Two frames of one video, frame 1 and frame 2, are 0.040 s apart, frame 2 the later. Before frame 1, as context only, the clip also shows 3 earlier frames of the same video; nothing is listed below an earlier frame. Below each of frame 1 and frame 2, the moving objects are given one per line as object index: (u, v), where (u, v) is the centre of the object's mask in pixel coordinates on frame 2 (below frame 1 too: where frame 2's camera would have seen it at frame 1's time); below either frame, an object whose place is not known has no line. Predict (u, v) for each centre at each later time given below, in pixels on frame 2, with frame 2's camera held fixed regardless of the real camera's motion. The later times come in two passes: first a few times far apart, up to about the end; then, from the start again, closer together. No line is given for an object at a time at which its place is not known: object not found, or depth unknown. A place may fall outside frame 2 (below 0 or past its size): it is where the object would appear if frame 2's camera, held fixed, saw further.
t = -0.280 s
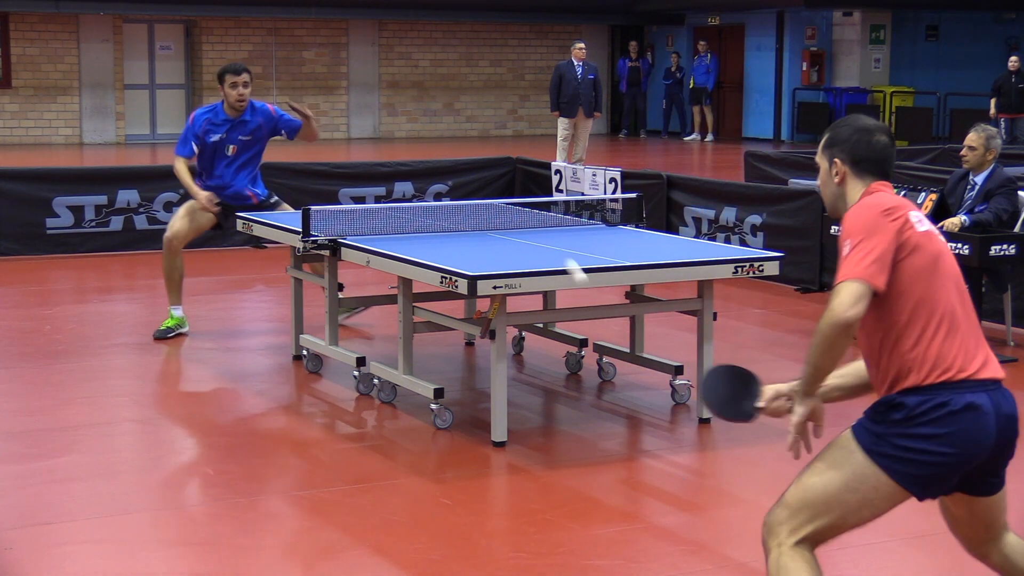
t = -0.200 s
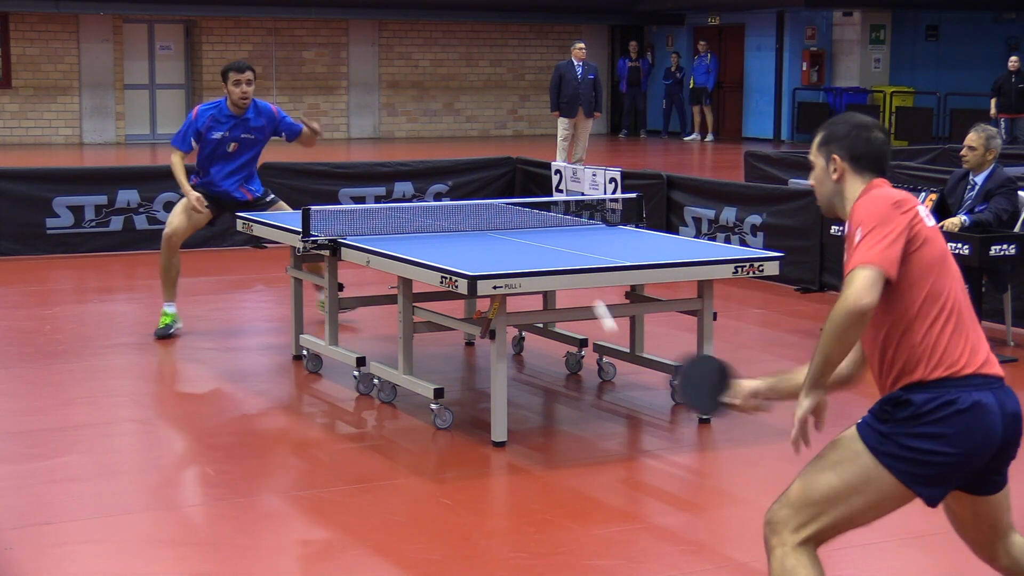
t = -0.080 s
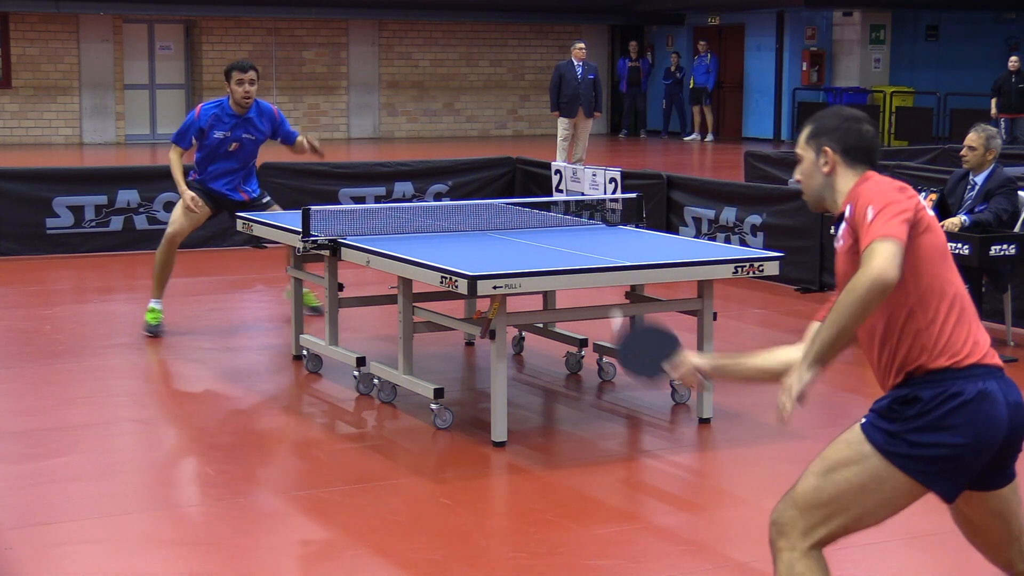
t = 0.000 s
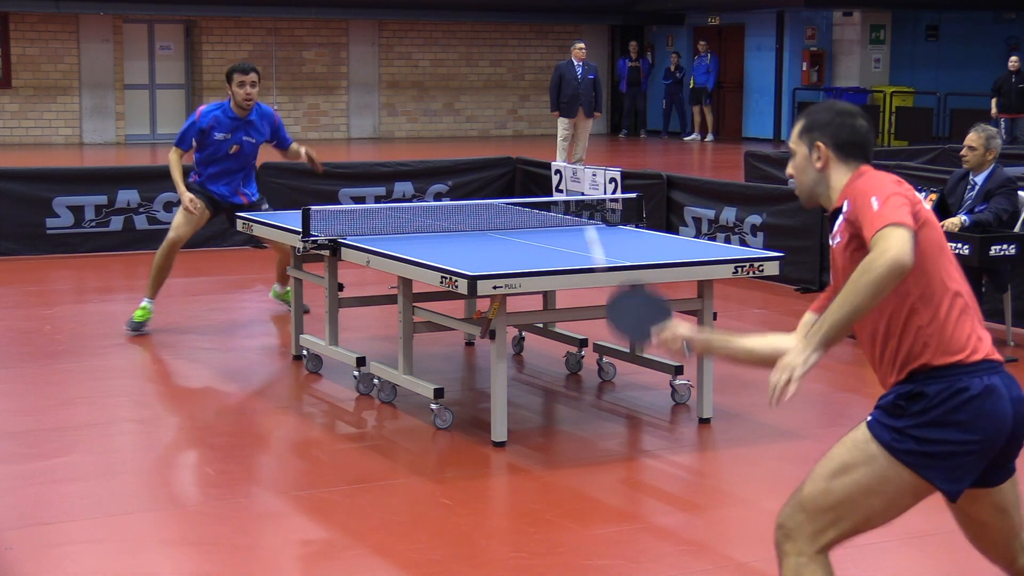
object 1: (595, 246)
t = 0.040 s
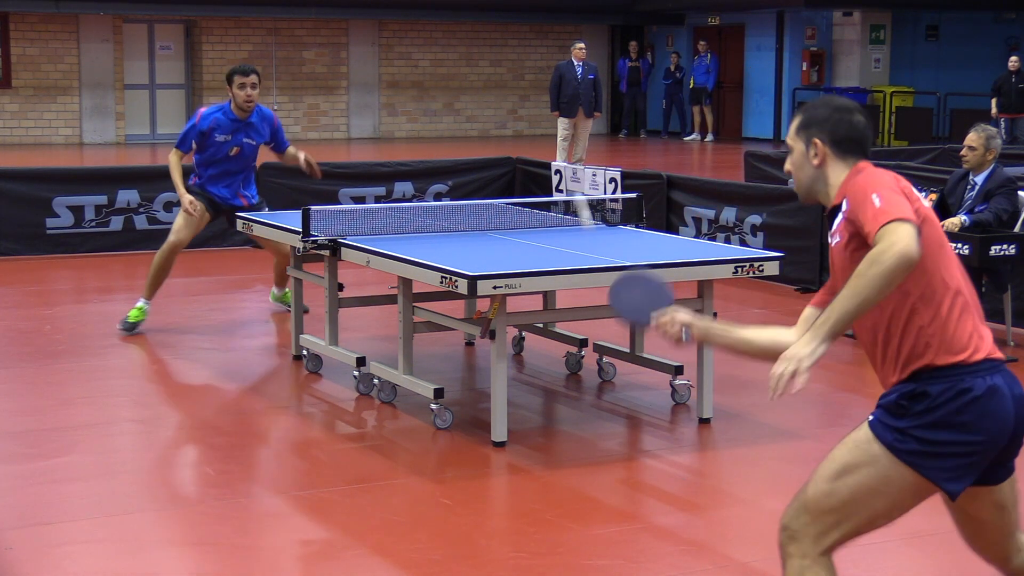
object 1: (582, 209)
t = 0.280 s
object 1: (531, 77)
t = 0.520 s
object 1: (499, 35)
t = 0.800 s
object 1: (474, 54)
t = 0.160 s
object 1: (553, 128)
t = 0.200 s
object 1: (546, 109)
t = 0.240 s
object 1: (539, 93)
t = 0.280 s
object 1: (531, 77)
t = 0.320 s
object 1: (525, 65)
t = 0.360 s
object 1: (519, 55)
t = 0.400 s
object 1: (513, 48)
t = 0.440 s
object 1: (508, 42)
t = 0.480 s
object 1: (503, 36)
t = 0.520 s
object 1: (499, 35)
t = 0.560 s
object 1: (495, 34)
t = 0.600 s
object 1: (491, 34)
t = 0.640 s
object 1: (487, 36)
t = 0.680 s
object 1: (484, 39)
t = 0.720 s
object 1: (480, 43)
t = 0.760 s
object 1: (477, 48)
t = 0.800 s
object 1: (474, 54)
